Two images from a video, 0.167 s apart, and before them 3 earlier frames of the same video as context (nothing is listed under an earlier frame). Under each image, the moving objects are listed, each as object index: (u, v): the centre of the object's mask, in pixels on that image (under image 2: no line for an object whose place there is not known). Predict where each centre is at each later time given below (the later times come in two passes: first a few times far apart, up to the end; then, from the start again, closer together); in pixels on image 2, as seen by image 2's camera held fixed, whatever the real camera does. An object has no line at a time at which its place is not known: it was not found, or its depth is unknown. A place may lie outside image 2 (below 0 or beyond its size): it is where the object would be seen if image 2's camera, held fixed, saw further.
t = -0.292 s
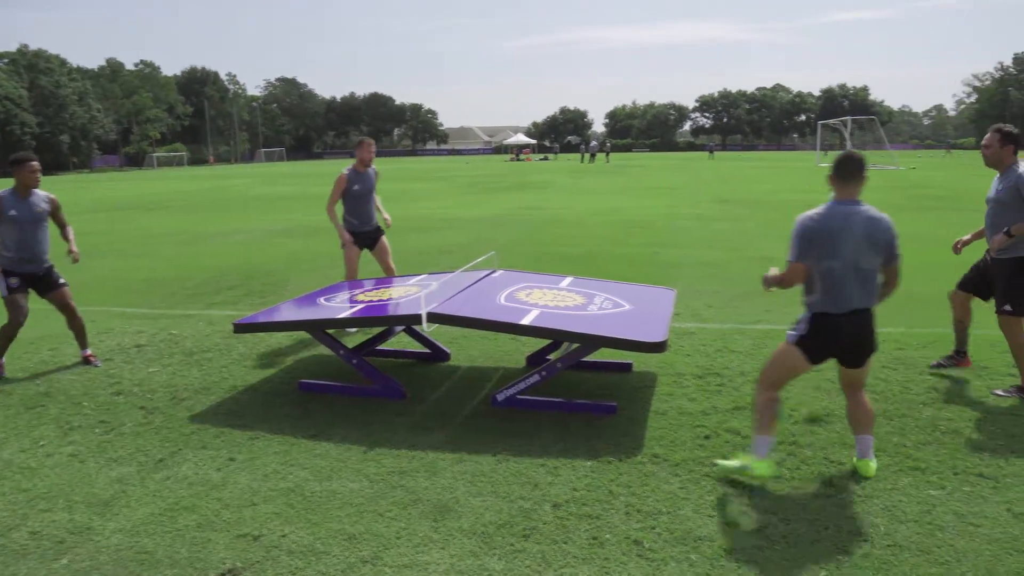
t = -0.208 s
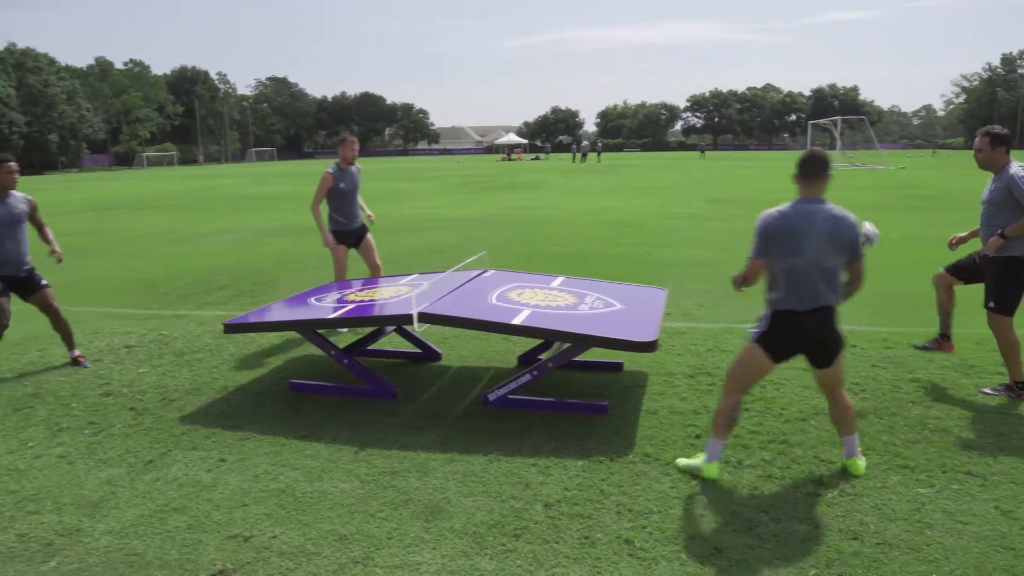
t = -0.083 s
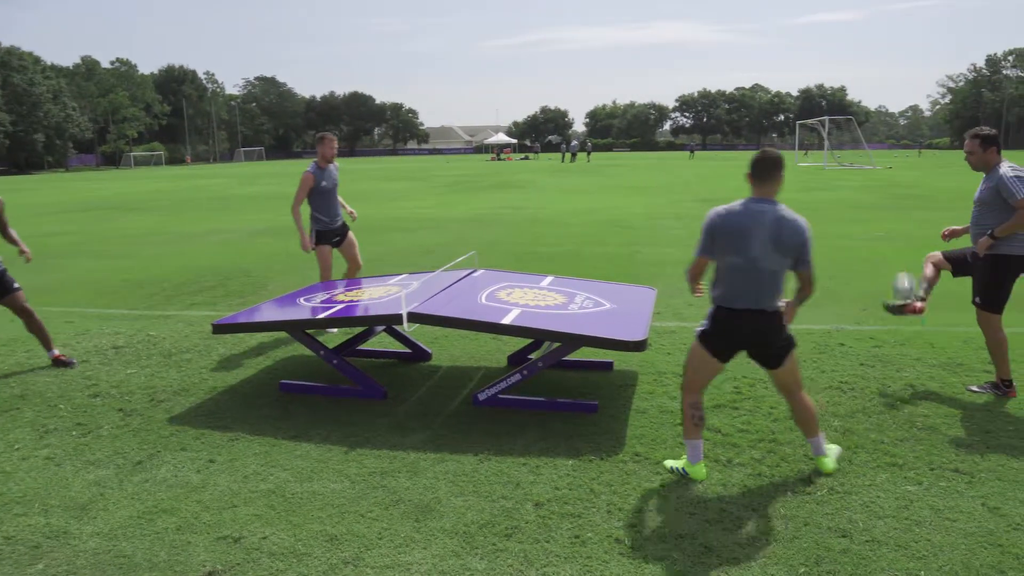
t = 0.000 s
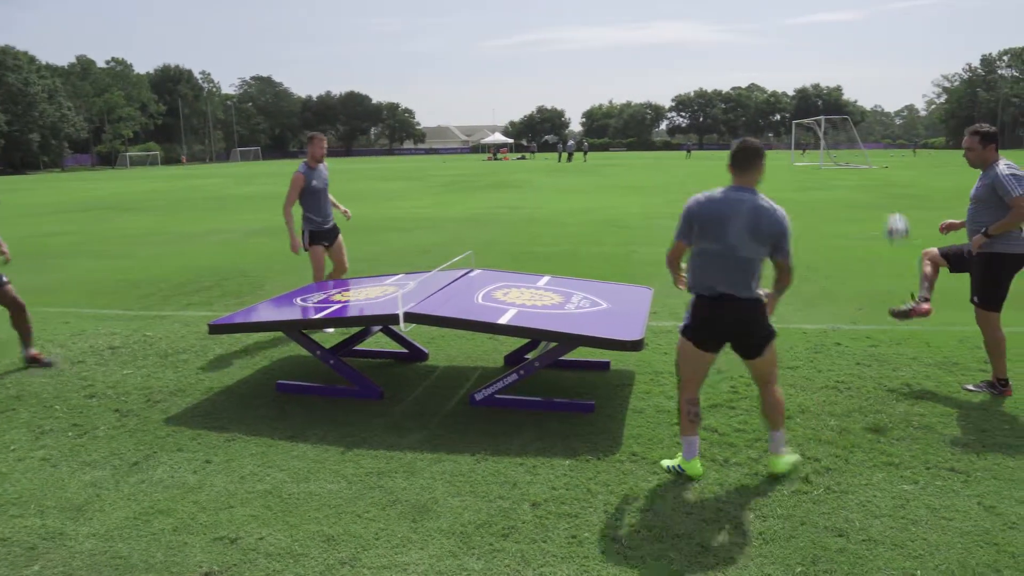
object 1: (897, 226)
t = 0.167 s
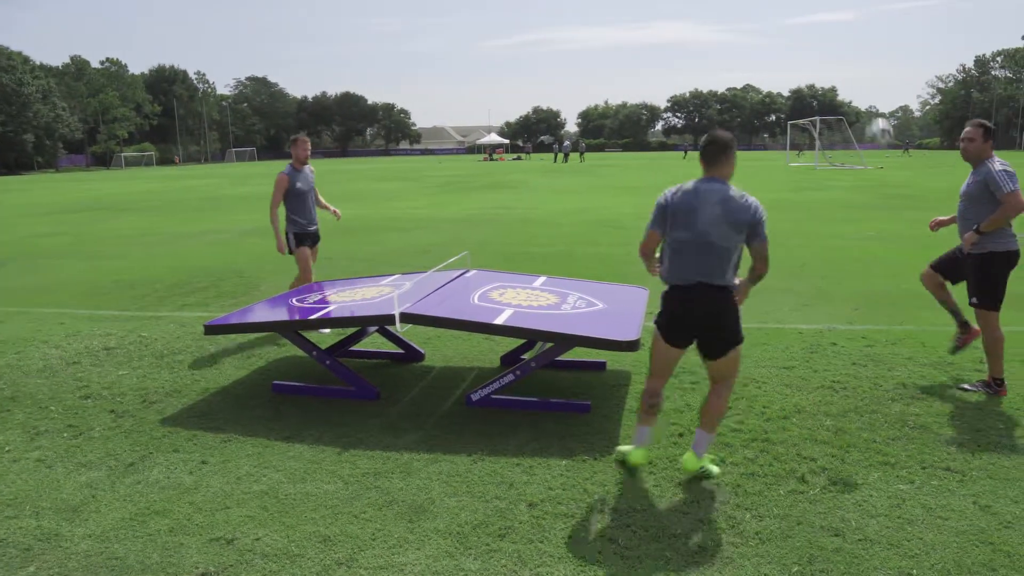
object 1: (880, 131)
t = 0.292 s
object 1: (864, 81)
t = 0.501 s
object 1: (834, 46)
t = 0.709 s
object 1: (794, 95)
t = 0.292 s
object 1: (864, 81)
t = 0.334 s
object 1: (859, 68)
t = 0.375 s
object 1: (854, 58)
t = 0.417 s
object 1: (847, 51)
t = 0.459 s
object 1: (841, 46)
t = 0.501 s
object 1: (834, 46)
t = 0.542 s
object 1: (827, 49)
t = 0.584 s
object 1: (819, 54)
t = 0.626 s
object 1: (811, 64)
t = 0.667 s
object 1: (802, 77)
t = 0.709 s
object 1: (794, 95)
